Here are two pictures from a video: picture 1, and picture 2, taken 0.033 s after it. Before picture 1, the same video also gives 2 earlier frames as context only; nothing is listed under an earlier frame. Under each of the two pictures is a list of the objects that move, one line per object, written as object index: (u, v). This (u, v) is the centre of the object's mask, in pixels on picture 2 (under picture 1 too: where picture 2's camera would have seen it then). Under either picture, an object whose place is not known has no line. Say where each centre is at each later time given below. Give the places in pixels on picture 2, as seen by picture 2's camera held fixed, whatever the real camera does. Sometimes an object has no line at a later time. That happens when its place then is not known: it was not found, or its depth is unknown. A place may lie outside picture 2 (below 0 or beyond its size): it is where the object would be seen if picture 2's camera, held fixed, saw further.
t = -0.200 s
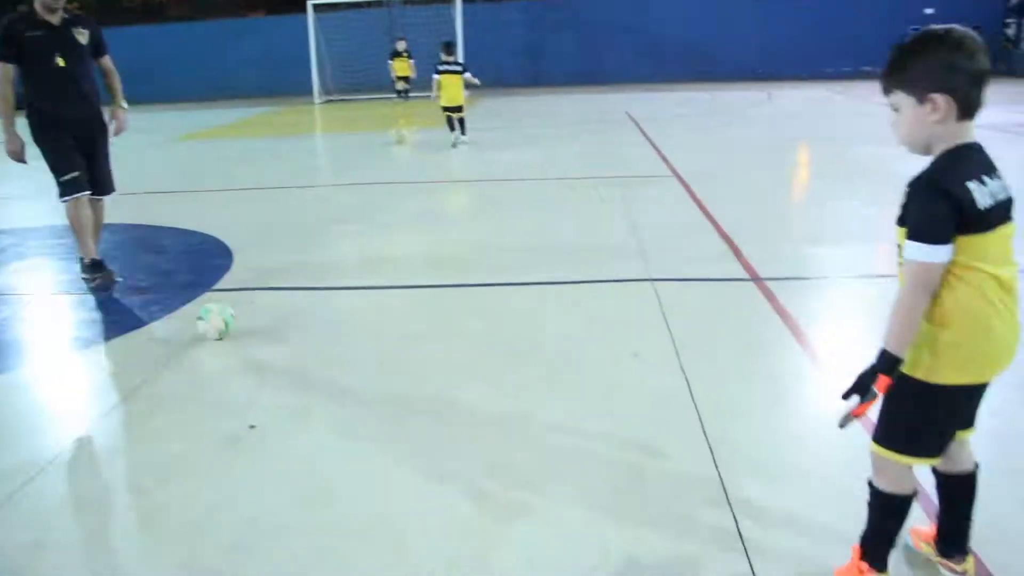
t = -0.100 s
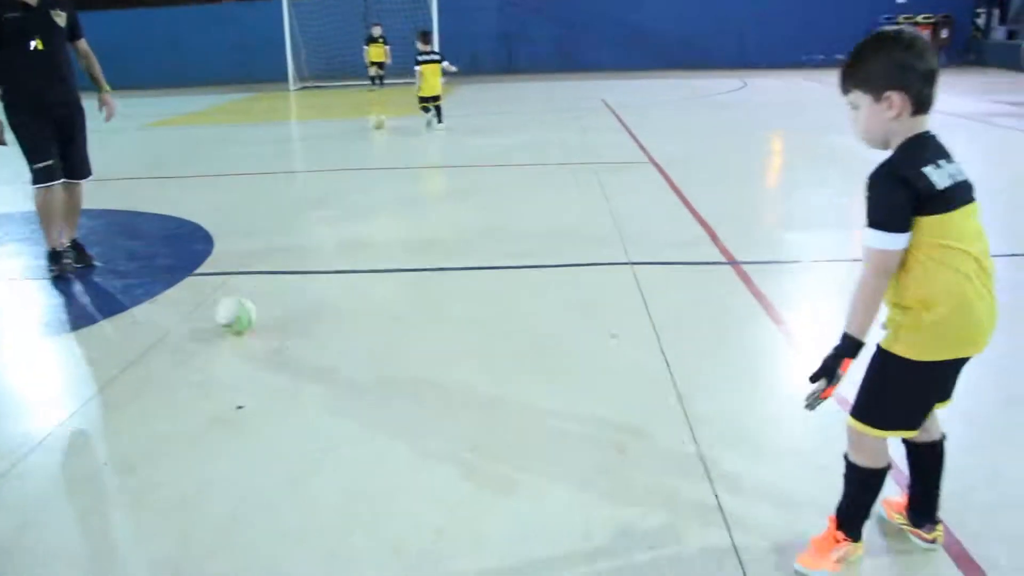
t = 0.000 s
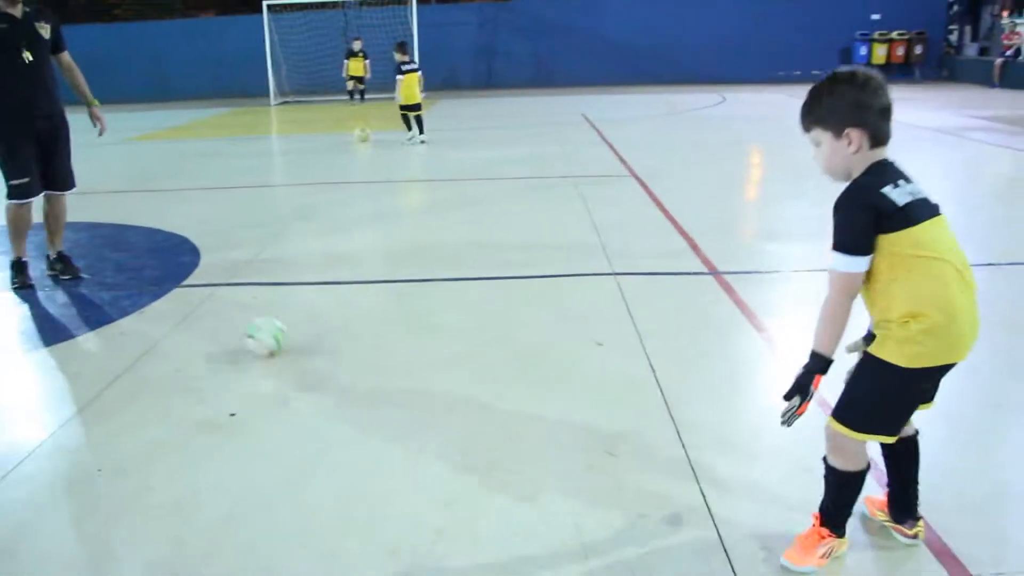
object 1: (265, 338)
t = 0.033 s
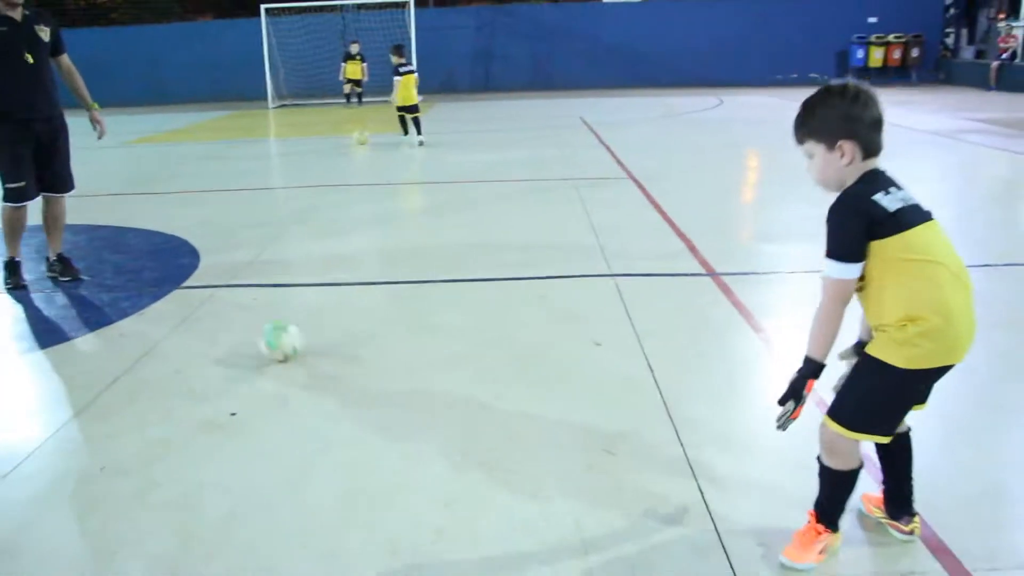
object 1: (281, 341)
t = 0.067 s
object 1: (294, 343)
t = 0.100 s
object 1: (310, 347)
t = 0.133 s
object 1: (327, 349)
